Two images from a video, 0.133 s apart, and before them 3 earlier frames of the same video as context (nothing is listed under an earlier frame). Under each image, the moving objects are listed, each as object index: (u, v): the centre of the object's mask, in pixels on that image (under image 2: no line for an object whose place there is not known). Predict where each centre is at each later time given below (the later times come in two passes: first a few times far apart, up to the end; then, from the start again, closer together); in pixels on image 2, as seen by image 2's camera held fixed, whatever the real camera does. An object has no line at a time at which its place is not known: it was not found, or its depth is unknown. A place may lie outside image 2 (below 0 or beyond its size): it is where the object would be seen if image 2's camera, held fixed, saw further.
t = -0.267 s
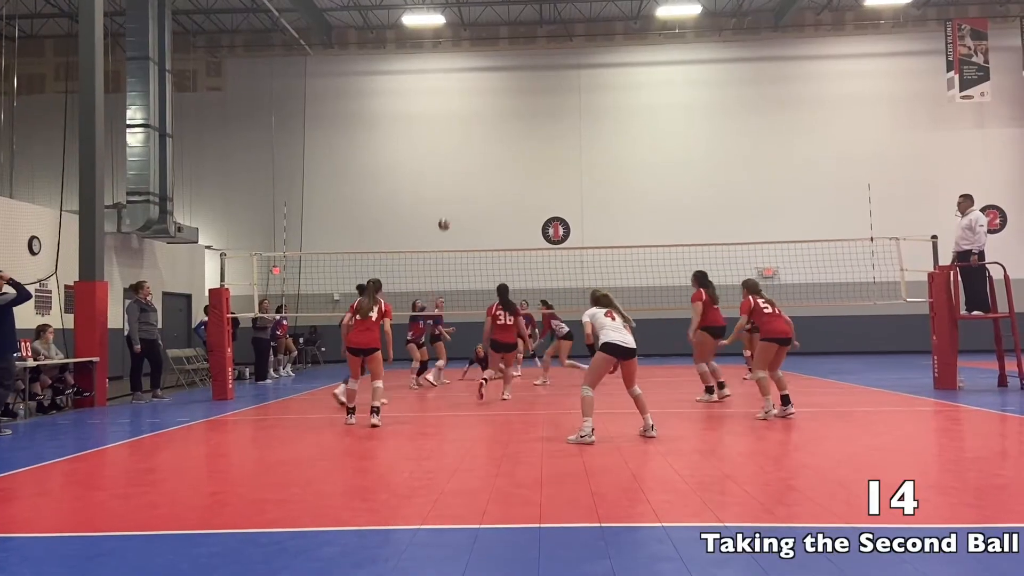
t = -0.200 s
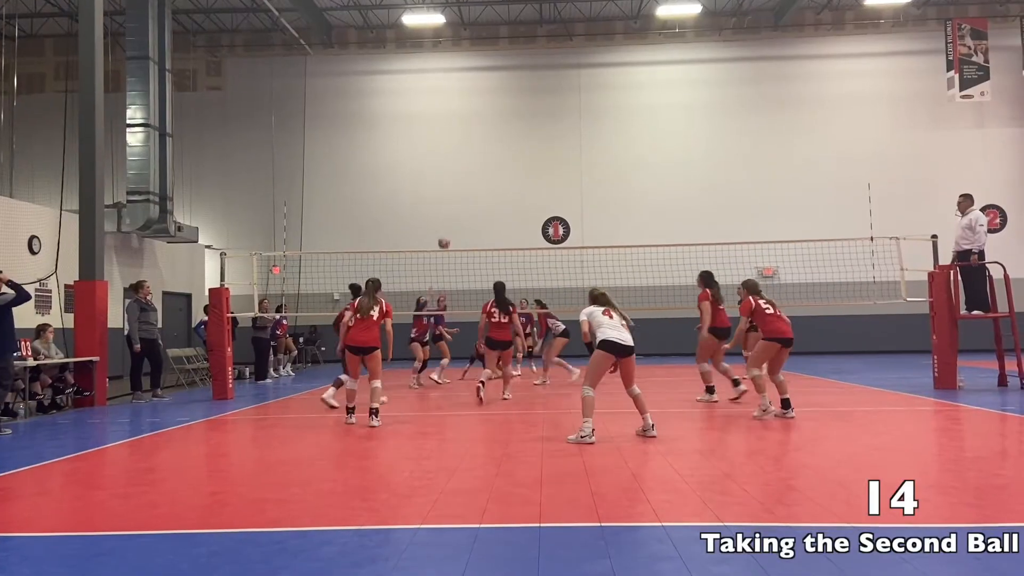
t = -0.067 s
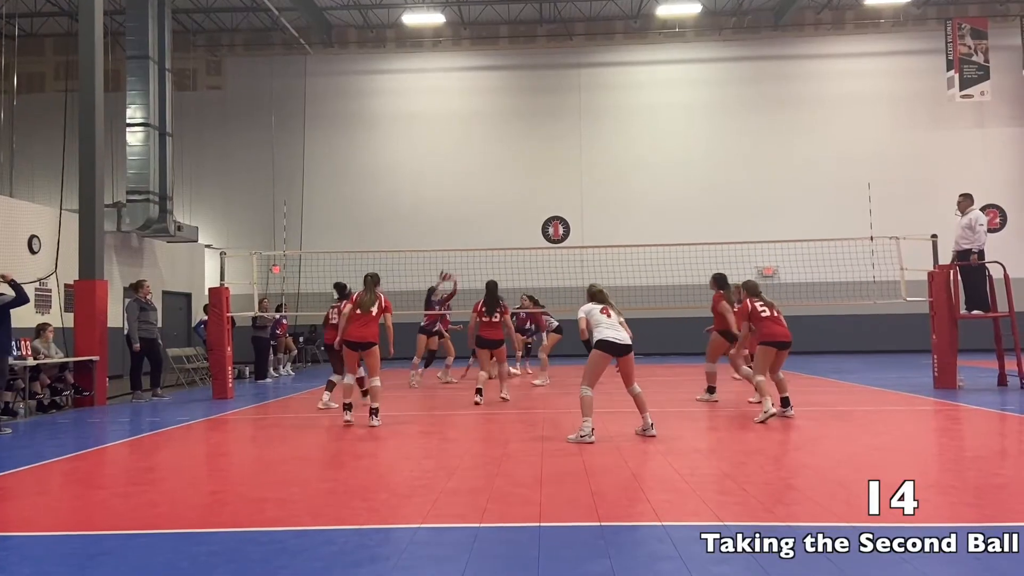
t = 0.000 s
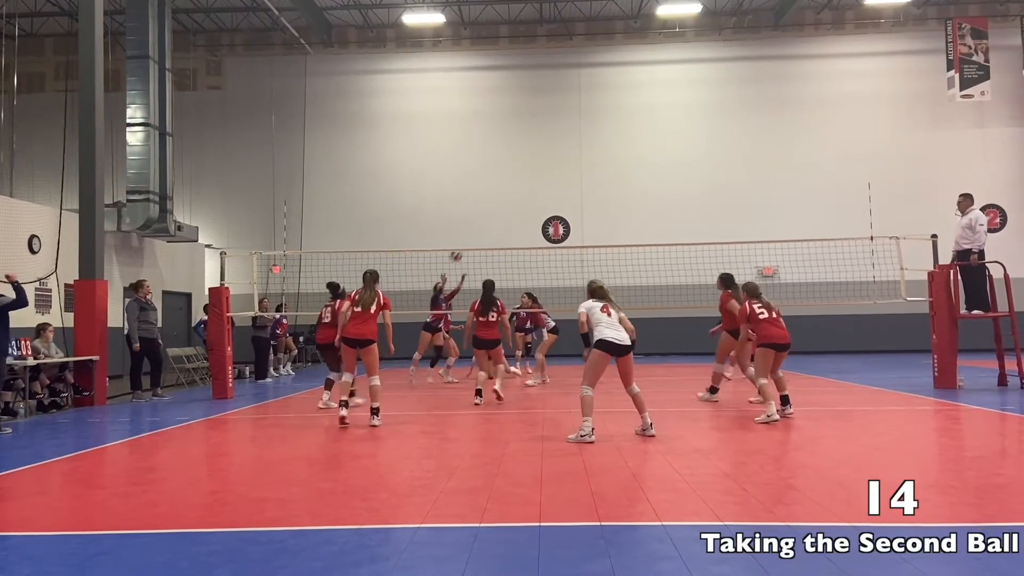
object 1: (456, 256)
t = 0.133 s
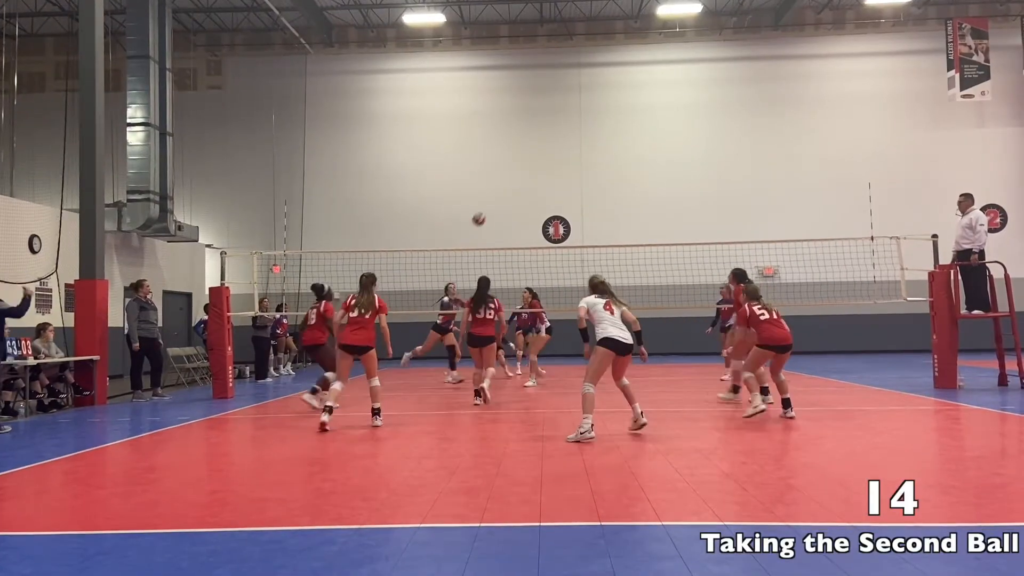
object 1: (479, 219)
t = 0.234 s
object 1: (497, 197)
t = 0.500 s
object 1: (553, 165)
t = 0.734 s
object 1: (610, 176)
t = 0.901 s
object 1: (657, 213)
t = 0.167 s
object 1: (485, 211)
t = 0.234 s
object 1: (497, 197)
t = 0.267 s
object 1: (504, 191)
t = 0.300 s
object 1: (510, 186)
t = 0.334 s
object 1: (517, 180)
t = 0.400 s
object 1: (531, 172)
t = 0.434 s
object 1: (538, 169)
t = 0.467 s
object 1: (546, 167)
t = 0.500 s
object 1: (553, 165)
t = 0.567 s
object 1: (568, 164)
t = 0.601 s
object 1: (576, 165)
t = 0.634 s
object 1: (584, 166)
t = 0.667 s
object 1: (593, 169)
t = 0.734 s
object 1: (610, 176)
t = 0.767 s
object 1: (619, 181)
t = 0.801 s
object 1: (628, 187)
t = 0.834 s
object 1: (638, 195)
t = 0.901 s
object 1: (657, 213)
